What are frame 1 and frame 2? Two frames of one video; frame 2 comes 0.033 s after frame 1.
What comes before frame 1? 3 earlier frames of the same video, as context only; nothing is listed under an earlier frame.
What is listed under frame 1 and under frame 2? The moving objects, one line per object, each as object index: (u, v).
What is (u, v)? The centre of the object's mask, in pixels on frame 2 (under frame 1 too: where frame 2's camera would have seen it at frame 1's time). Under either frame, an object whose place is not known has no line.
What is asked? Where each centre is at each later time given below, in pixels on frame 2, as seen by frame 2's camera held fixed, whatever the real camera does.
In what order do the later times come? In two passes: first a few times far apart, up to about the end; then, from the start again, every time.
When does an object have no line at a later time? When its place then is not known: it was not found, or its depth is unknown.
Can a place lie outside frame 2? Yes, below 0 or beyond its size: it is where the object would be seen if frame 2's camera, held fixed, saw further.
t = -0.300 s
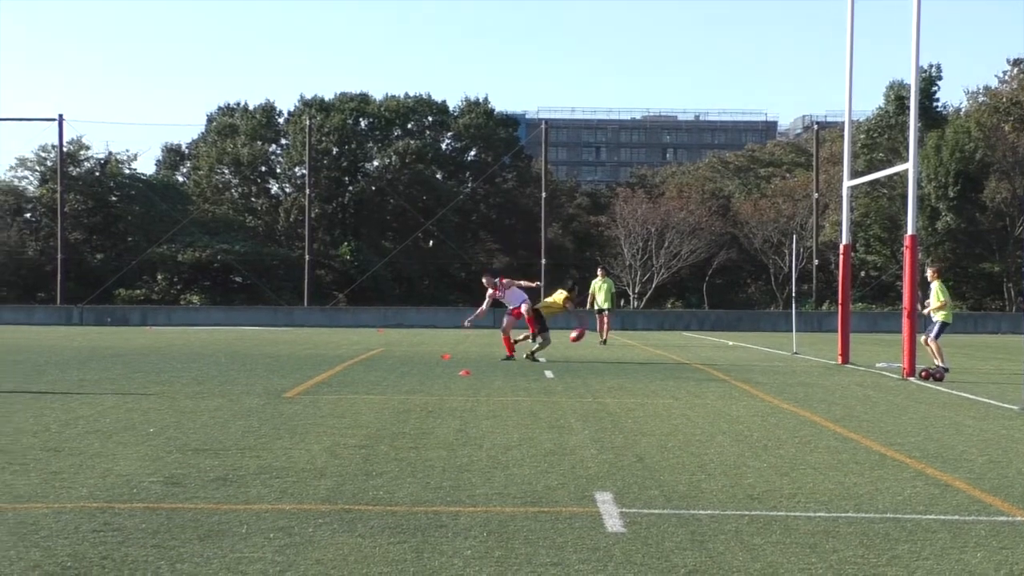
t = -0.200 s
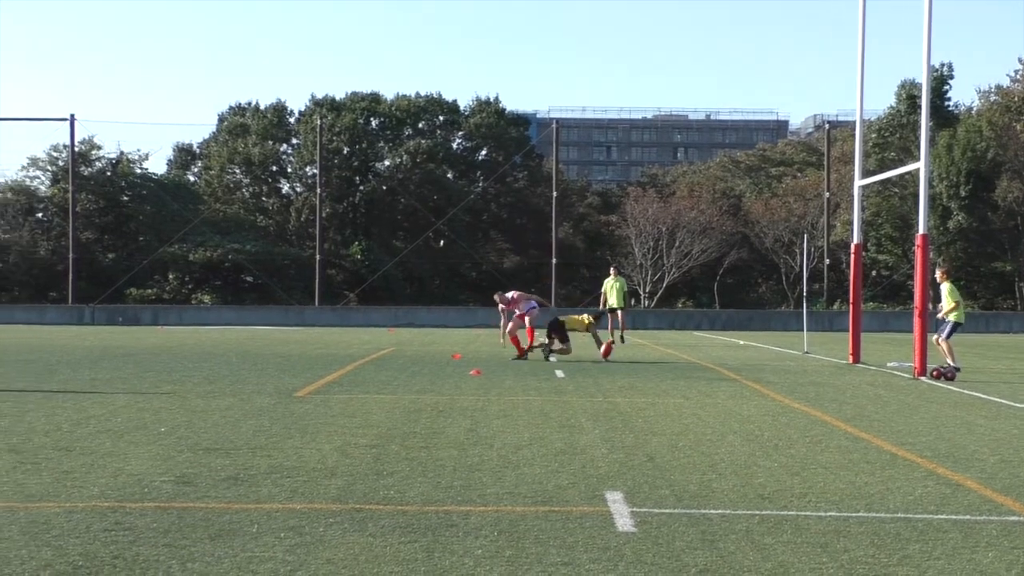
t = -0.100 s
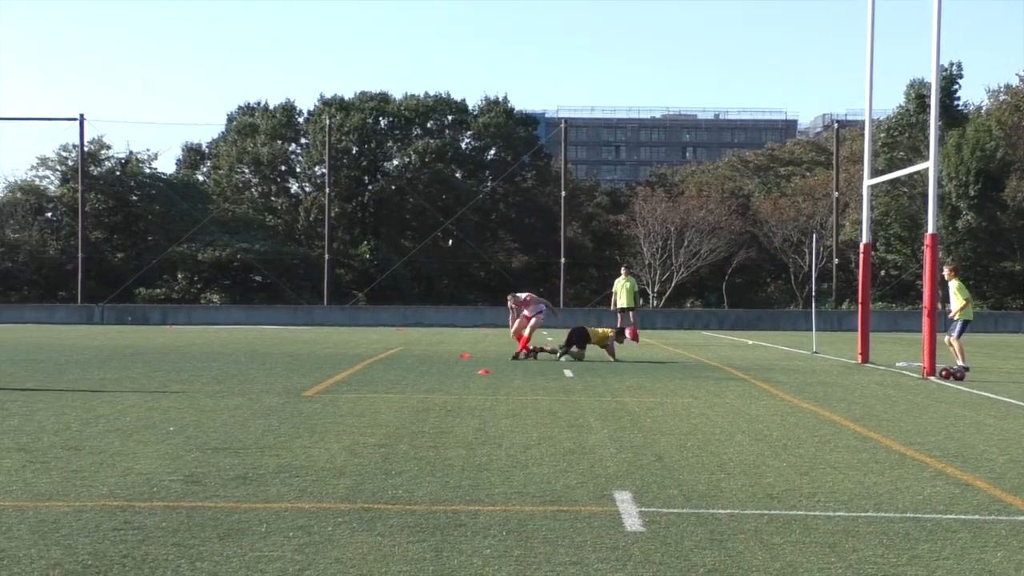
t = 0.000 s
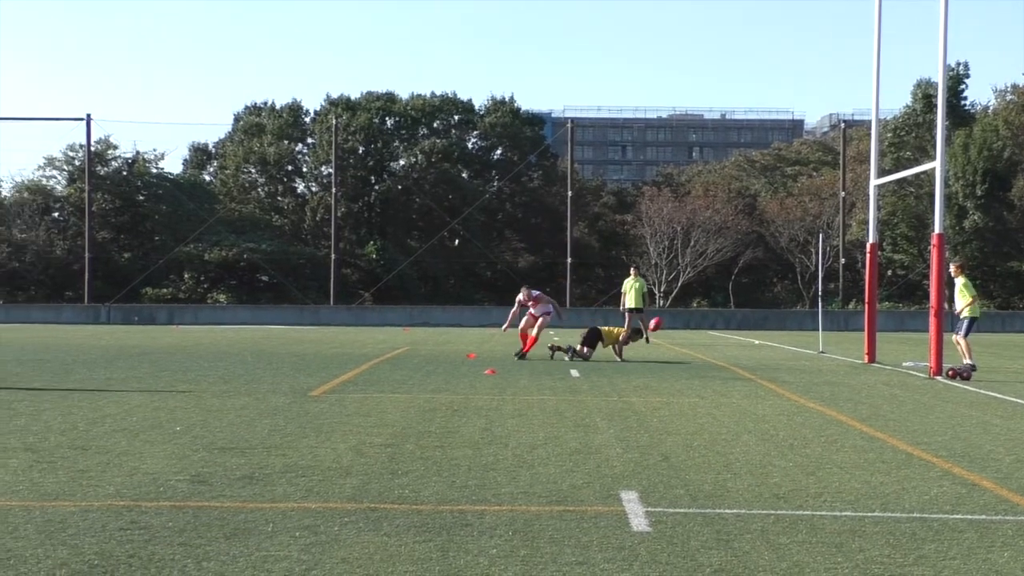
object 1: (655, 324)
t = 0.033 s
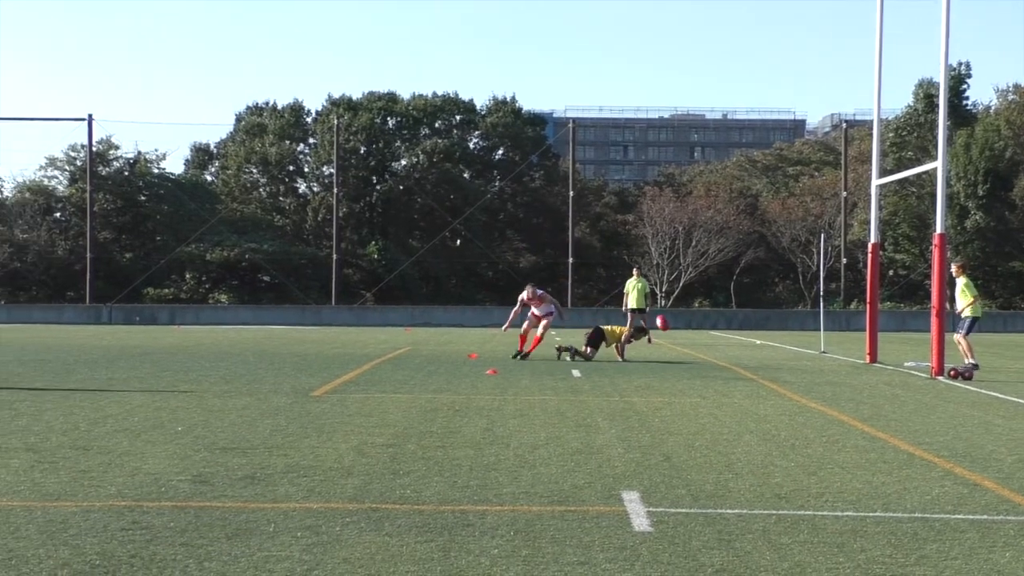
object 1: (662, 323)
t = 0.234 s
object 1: (700, 328)
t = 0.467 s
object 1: (742, 359)
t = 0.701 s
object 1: (805, 352)
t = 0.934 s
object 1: (858, 362)
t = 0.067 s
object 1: (668, 321)
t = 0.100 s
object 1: (674, 321)
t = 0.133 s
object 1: (681, 322)
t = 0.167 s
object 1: (687, 323)
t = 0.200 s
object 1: (693, 325)
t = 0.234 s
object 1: (700, 328)
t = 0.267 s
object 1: (706, 331)
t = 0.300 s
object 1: (711, 336)
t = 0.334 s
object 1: (717, 340)
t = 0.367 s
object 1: (723, 346)
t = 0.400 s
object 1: (729, 352)
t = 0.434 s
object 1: (734, 360)
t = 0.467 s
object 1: (742, 359)
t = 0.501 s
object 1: (752, 356)
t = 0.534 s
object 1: (760, 353)
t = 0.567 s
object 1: (769, 351)
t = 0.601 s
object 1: (778, 351)
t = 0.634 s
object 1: (787, 350)
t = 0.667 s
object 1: (796, 351)
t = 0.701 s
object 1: (805, 352)
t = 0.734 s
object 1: (814, 354)
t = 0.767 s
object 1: (823, 358)
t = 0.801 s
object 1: (831, 362)
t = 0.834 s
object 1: (840, 367)
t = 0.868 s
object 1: (850, 371)
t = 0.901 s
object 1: (854, 367)
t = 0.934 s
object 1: (858, 362)
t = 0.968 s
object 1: (861, 359)
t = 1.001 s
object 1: (864, 355)
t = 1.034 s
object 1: (869, 353)
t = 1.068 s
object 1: (874, 351)
